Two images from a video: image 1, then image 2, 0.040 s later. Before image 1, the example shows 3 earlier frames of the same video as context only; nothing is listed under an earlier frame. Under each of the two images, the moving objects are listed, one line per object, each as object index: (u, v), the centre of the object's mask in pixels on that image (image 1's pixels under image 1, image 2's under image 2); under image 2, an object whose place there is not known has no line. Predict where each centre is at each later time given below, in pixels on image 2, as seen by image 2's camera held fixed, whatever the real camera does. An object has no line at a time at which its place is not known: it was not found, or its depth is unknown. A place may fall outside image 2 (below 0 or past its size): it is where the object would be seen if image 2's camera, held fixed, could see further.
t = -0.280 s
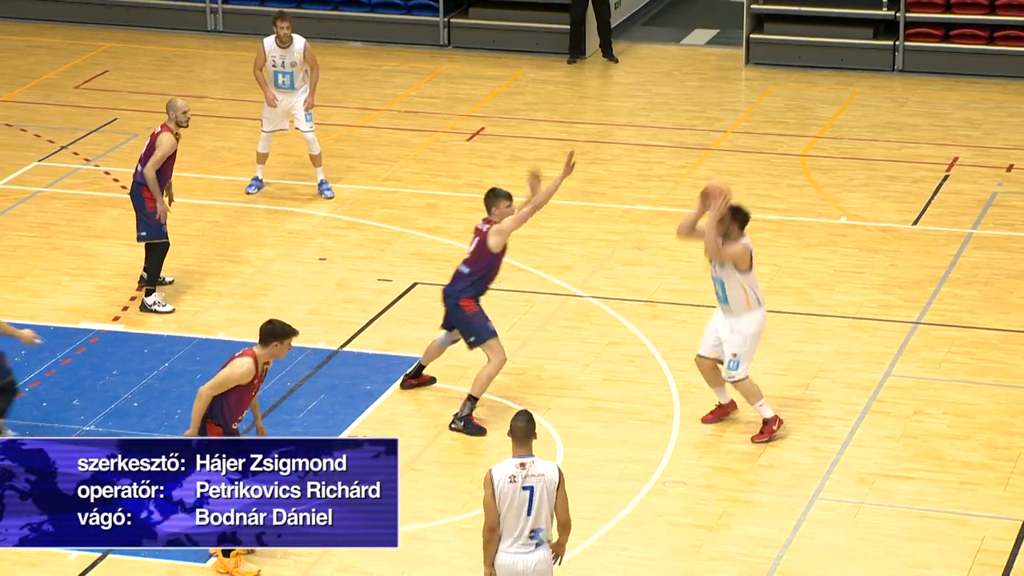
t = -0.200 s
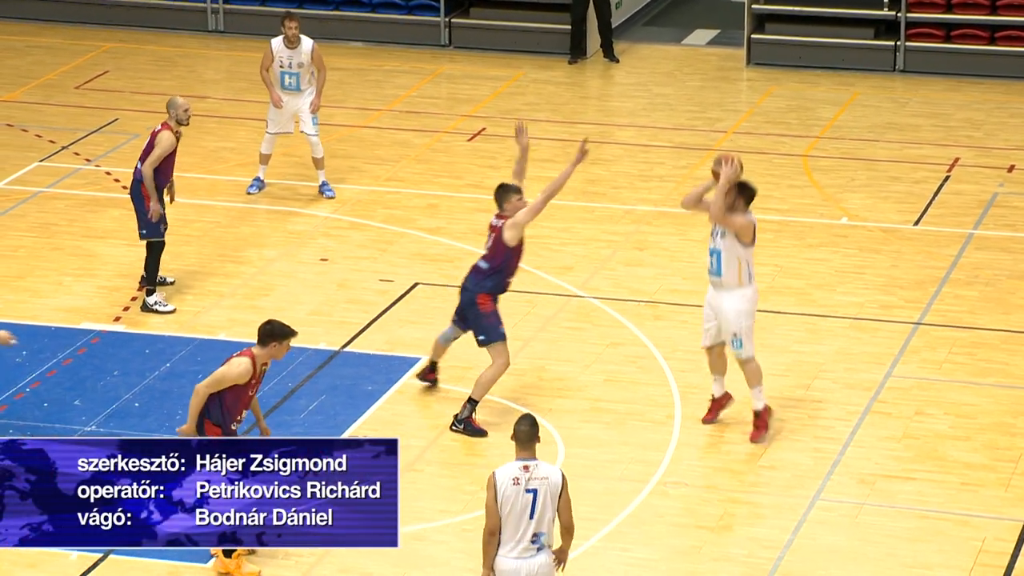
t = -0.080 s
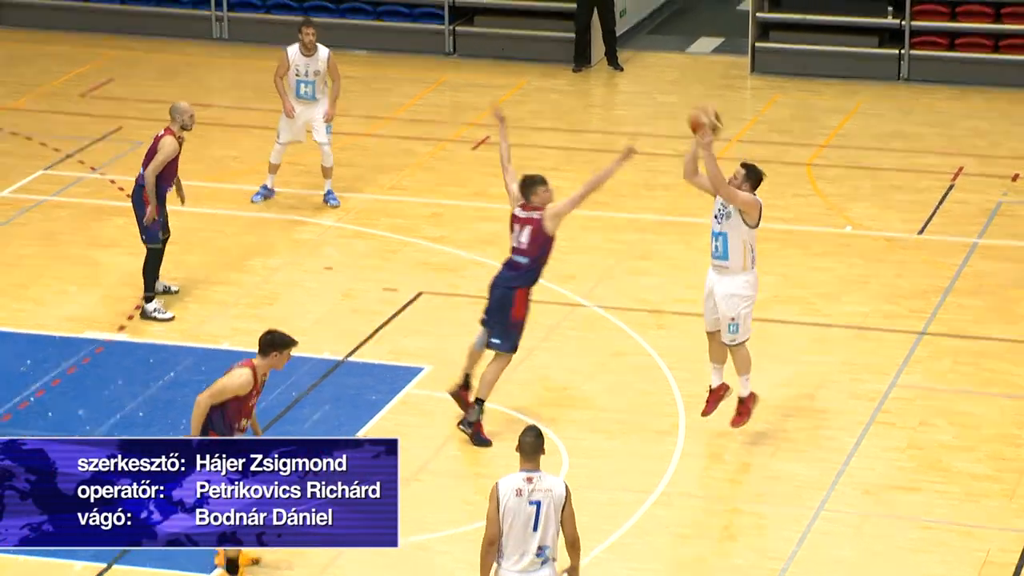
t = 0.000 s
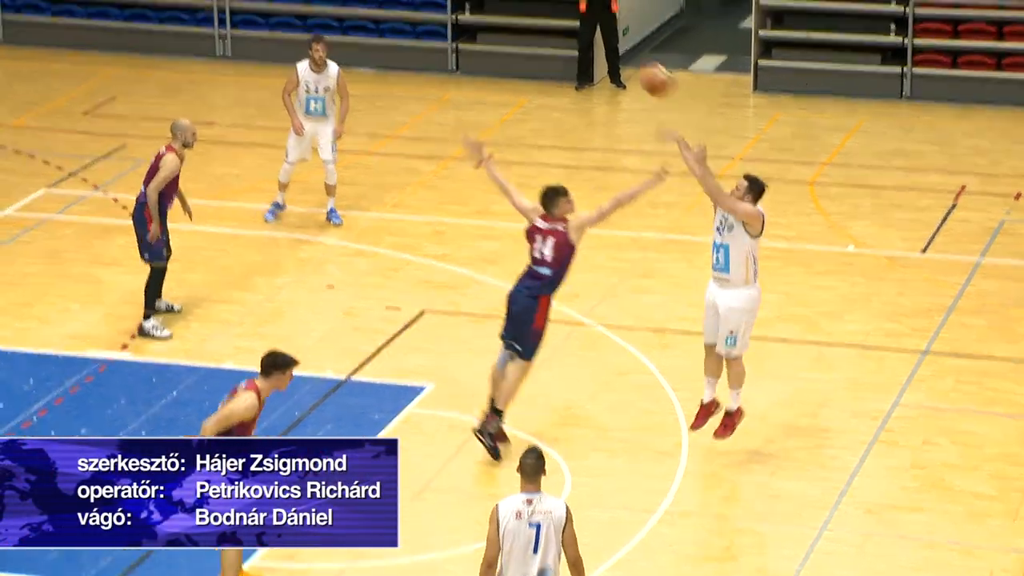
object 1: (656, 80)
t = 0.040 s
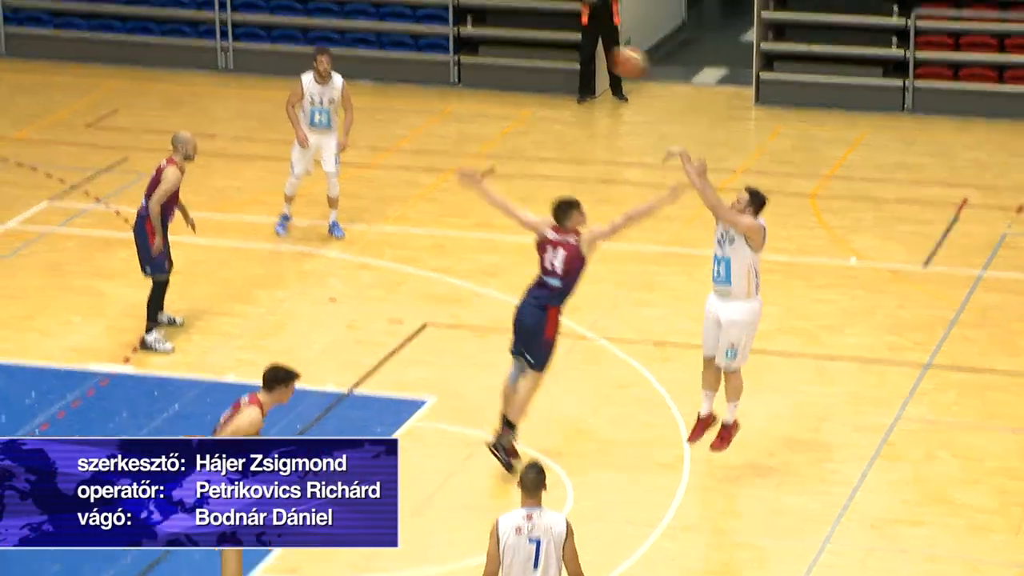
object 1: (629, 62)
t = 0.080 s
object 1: (599, 34)
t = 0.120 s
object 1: (567, 7)
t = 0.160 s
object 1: (537, -19)
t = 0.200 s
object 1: (506, -43)
